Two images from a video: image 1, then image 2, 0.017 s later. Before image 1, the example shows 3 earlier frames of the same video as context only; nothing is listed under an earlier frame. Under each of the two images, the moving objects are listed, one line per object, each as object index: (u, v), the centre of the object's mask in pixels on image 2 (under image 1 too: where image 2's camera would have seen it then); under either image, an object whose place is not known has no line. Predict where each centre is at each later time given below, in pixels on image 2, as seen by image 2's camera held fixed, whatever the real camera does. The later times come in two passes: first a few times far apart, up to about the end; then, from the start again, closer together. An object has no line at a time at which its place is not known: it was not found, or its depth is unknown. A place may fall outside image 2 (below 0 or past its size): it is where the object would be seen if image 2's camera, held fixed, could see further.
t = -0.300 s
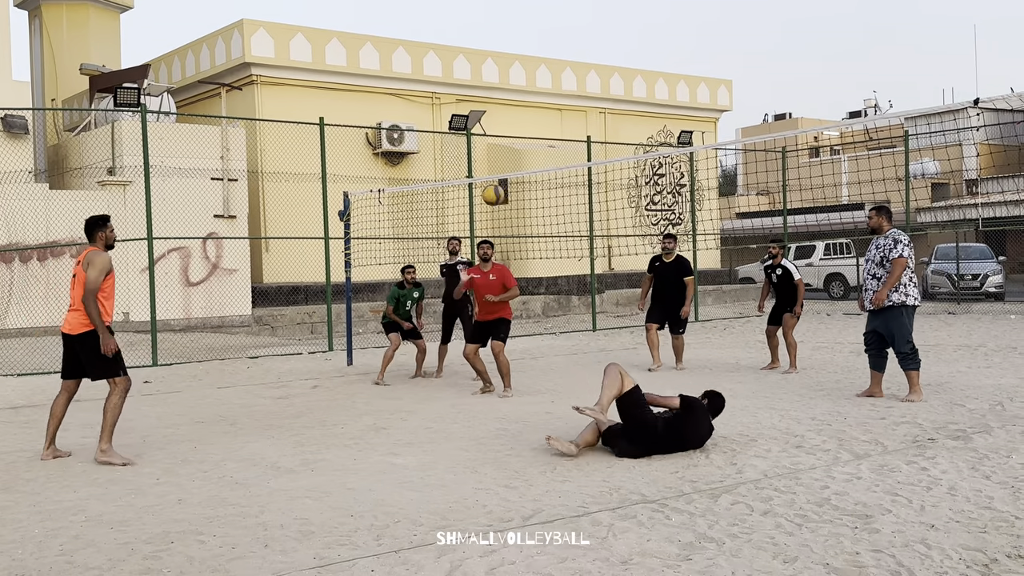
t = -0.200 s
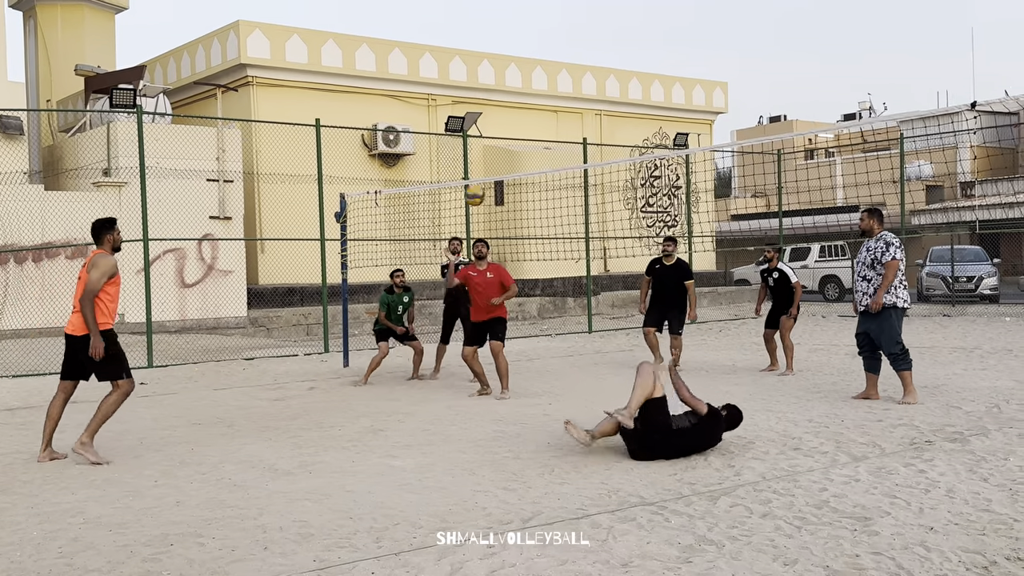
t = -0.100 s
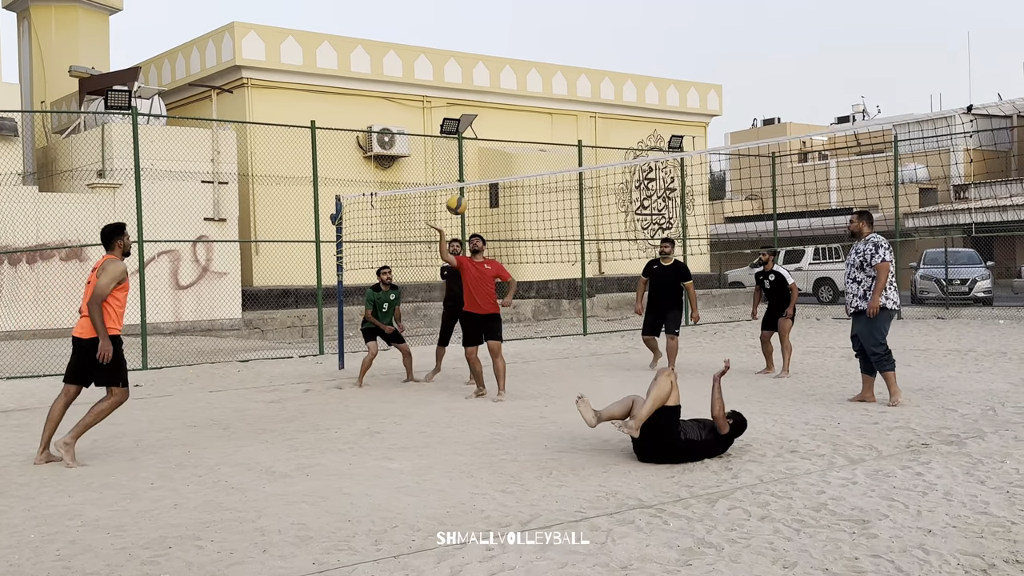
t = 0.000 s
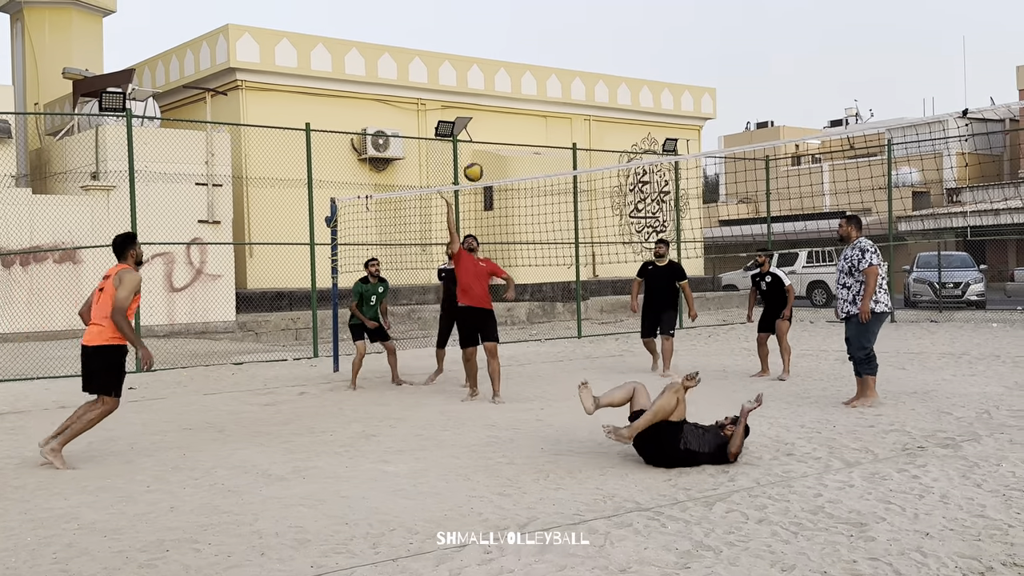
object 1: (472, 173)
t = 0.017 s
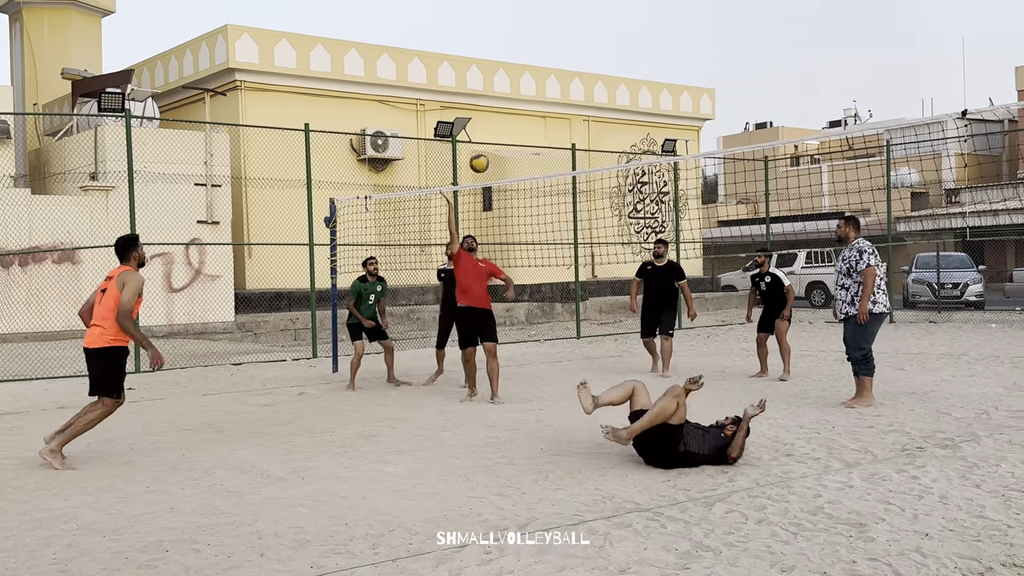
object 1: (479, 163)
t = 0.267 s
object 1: (575, 58)
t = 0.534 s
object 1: (670, 15)
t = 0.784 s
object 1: (754, 34)
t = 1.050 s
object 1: (838, 112)
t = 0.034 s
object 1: (486, 154)
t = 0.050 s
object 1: (492, 145)
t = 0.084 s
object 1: (505, 129)
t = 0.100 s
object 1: (512, 121)
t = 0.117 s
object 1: (518, 113)
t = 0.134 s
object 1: (525, 106)
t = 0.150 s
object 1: (531, 99)
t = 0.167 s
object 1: (537, 92)
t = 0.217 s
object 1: (557, 74)
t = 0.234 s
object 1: (563, 68)
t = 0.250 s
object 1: (569, 63)
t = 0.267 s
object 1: (575, 58)
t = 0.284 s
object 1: (581, 53)
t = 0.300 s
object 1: (587, 49)
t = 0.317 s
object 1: (593, 45)
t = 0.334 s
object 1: (599, 41)
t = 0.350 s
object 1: (606, 37)
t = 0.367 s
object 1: (612, 34)
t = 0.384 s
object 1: (617, 31)
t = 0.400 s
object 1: (623, 28)
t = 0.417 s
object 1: (629, 25)
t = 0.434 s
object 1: (635, 23)
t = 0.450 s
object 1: (641, 21)
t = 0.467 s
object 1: (647, 19)
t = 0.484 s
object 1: (653, 18)
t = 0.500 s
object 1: (658, 16)
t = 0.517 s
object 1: (664, 15)
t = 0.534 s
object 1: (670, 15)
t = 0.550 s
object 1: (676, 14)
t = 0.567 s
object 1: (681, 14)
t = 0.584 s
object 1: (687, 14)
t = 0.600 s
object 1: (693, 15)
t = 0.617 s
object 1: (698, 15)
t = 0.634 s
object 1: (704, 16)
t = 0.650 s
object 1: (710, 17)
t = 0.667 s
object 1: (715, 18)
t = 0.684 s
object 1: (721, 20)
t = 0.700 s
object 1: (727, 22)
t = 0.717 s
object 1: (732, 24)
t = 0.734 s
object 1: (738, 26)
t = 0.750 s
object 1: (743, 29)
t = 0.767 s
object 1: (749, 31)
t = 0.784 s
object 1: (754, 34)
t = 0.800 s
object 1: (759, 37)
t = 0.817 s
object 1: (765, 41)
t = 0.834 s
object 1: (770, 44)
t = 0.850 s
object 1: (775, 48)
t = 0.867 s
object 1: (781, 52)
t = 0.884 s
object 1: (786, 57)
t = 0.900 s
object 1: (792, 61)
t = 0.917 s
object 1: (798, 66)
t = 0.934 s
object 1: (803, 71)
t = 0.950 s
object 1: (809, 77)
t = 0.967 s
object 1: (813, 82)
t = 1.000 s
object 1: (823, 93)
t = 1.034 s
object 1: (833, 106)
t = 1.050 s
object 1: (838, 112)
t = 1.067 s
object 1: (844, 119)
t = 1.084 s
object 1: (849, 123)
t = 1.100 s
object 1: (853, 135)
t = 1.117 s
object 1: (858, 141)
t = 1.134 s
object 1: (863, 148)
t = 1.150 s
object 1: (869, 156)
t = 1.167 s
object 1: (872, 164)
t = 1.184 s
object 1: (877, 173)
